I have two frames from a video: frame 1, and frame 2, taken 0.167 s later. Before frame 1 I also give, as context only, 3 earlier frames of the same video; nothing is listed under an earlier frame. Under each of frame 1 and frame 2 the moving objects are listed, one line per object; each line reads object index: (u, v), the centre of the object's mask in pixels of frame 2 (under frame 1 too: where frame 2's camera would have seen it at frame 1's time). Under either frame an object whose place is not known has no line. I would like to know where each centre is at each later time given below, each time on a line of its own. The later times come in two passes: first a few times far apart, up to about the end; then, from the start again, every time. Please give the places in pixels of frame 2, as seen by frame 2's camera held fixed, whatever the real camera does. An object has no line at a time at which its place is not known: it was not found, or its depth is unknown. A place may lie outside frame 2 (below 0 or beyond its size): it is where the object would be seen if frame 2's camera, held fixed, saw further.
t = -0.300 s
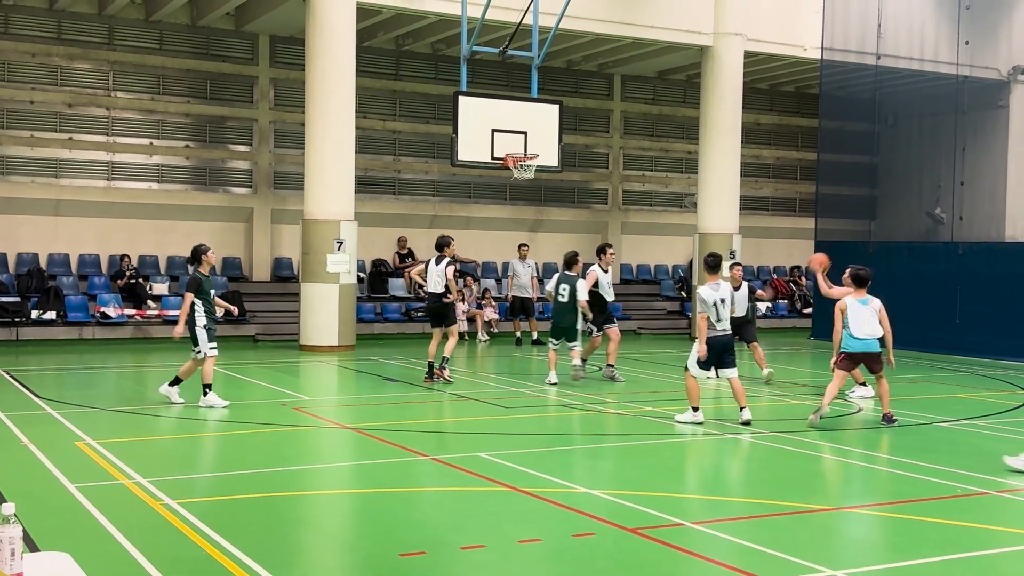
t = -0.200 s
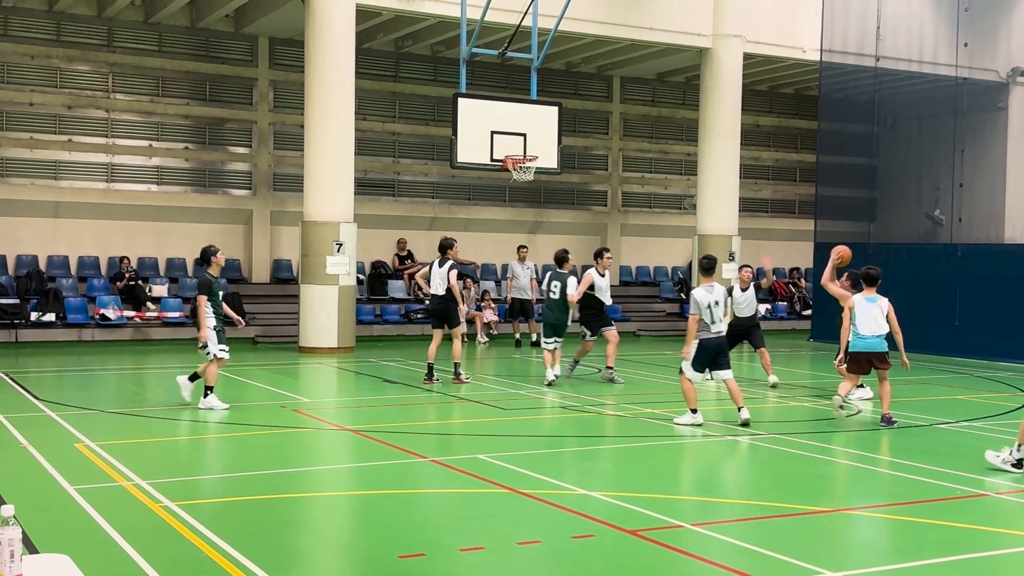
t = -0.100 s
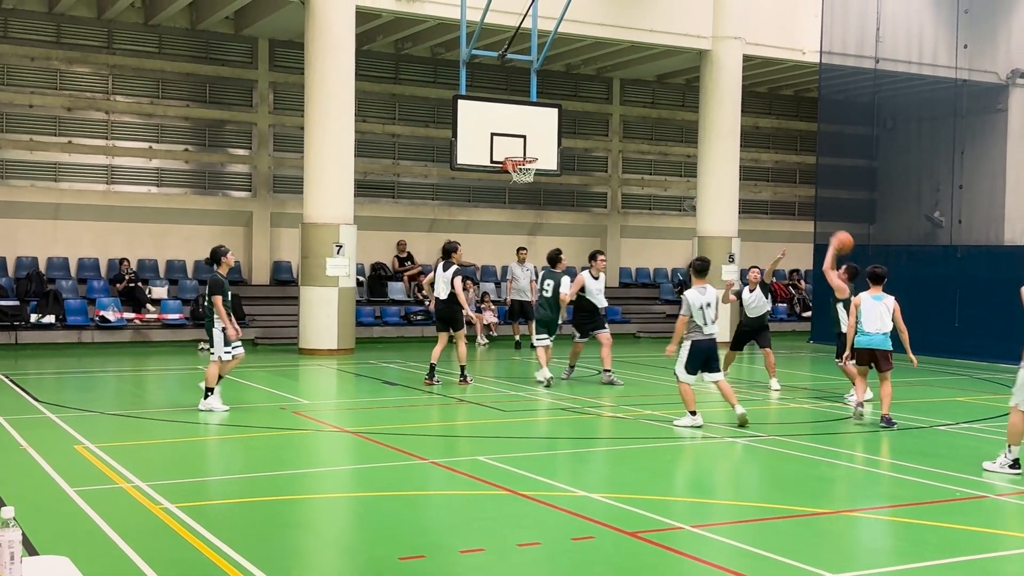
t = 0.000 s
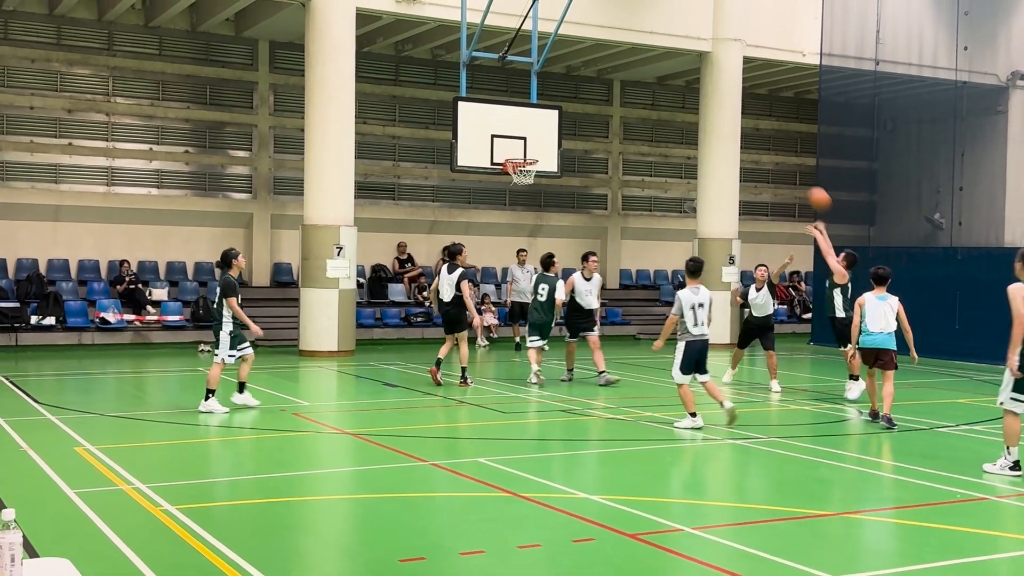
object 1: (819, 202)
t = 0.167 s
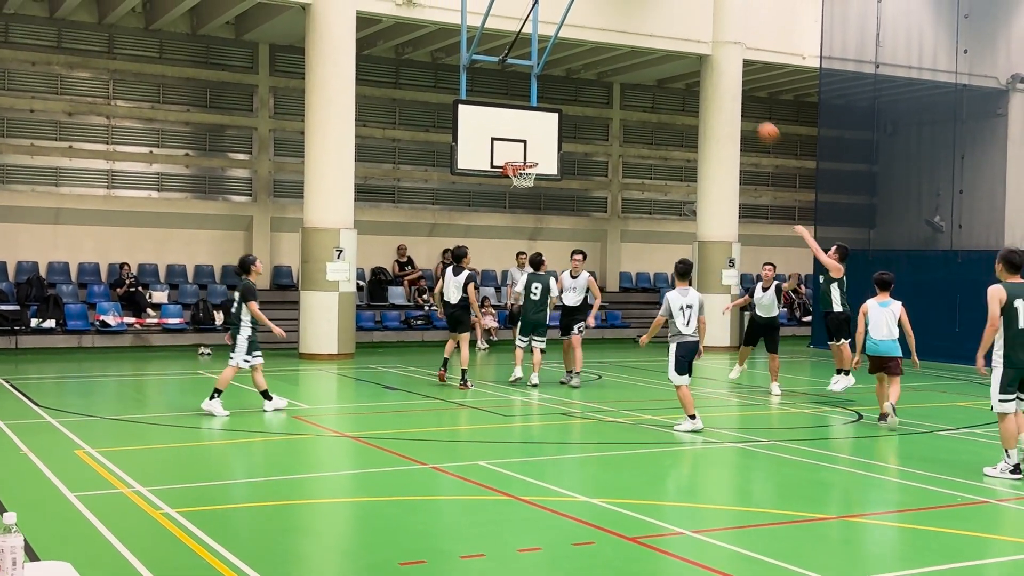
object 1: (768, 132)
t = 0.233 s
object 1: (748, 111)
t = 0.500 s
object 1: (673, 68)
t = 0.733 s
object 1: (611, 74)
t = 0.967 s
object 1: (554, 117)
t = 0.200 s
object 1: (758, 122)
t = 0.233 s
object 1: (748, 111)
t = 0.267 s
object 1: (740, 105)
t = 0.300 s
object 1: (729, 97)
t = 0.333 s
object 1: (719, 90)
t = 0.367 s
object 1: (709, 83)
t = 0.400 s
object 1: (700, 78)
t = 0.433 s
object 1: (691, 74)
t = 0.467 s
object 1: (682, 70)
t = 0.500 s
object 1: (673, 68)
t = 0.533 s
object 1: (664, 66)
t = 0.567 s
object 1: (655, 66)
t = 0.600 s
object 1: (646, 66)
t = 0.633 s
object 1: (638, 66)
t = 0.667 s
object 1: (629, 68)
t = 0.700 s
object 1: (620, 71)
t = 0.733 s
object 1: (611, 74)
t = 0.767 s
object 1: (603, 78)
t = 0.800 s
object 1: (595, 83)
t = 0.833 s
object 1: (586, 89)
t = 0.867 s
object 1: (578, 95)
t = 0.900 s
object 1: (570, 101)
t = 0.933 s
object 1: (562, 109)
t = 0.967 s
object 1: (554, 117)
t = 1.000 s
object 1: (546, 128)
